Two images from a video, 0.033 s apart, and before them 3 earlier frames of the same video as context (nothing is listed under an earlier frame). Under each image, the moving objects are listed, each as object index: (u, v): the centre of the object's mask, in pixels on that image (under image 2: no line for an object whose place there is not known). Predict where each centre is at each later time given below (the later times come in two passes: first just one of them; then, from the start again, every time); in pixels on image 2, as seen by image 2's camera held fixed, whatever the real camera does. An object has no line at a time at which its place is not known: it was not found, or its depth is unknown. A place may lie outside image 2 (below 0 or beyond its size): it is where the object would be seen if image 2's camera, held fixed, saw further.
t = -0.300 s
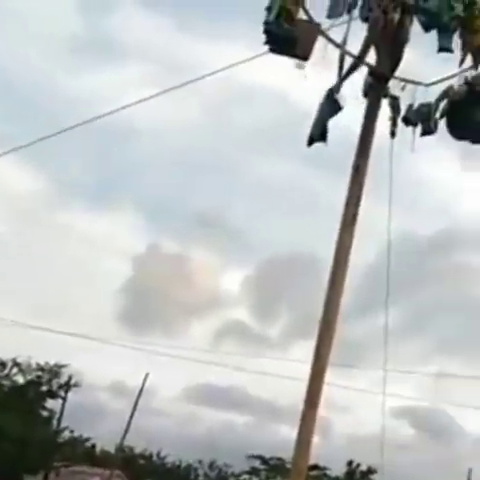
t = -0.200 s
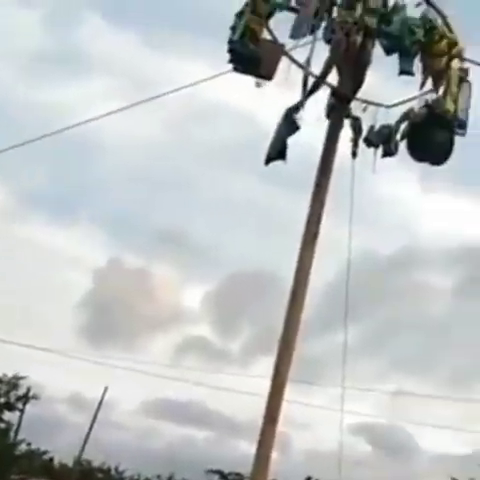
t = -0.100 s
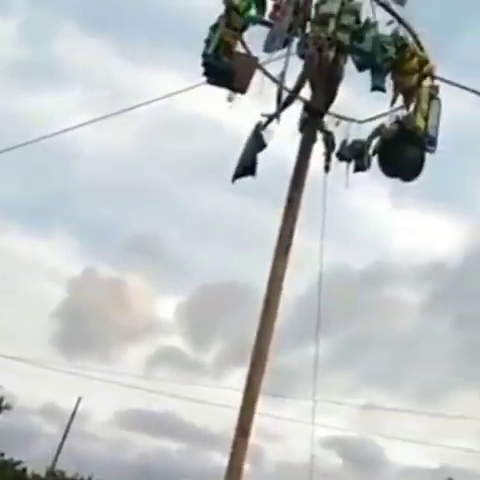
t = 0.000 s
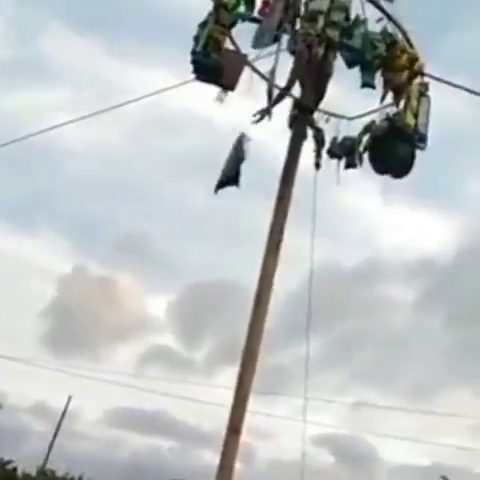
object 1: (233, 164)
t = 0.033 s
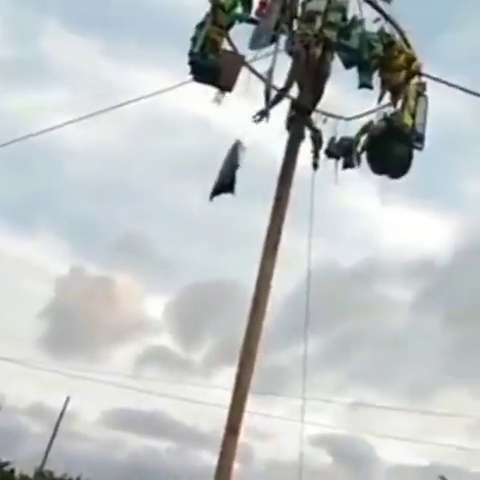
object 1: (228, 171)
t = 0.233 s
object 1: (204, 235)
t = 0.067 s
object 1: (225, 179)
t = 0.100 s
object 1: (221, 189)
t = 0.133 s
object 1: (217, 199)
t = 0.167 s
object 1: (213, 209)
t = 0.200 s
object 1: (209, 221)
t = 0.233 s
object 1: (204, 235)
